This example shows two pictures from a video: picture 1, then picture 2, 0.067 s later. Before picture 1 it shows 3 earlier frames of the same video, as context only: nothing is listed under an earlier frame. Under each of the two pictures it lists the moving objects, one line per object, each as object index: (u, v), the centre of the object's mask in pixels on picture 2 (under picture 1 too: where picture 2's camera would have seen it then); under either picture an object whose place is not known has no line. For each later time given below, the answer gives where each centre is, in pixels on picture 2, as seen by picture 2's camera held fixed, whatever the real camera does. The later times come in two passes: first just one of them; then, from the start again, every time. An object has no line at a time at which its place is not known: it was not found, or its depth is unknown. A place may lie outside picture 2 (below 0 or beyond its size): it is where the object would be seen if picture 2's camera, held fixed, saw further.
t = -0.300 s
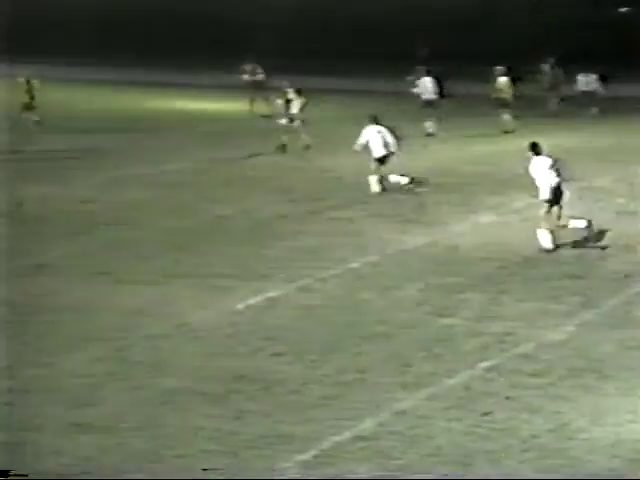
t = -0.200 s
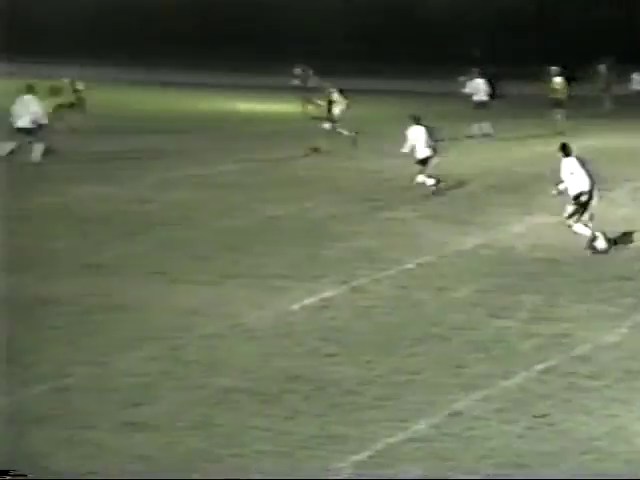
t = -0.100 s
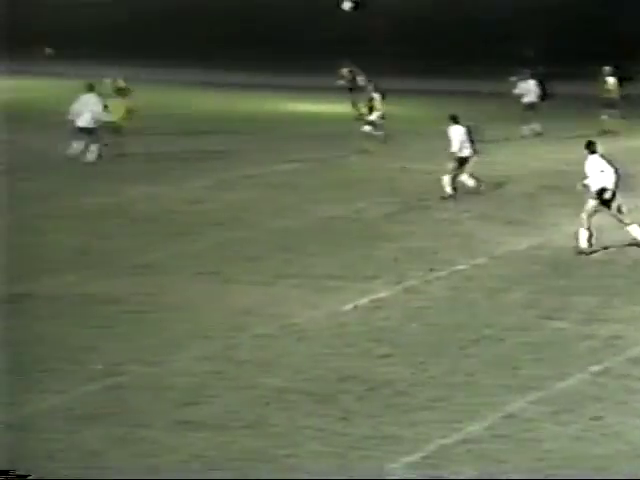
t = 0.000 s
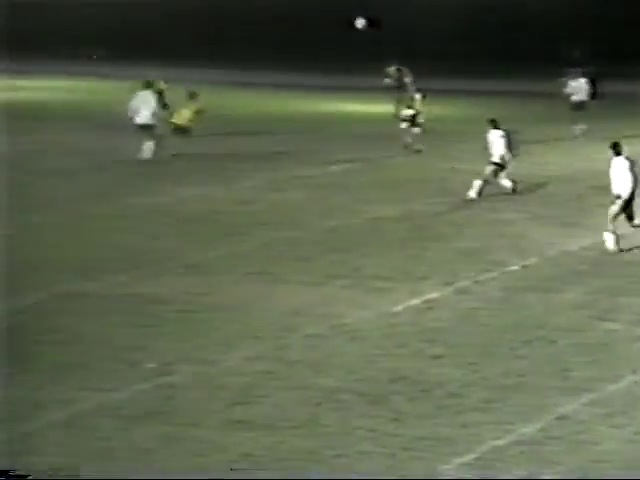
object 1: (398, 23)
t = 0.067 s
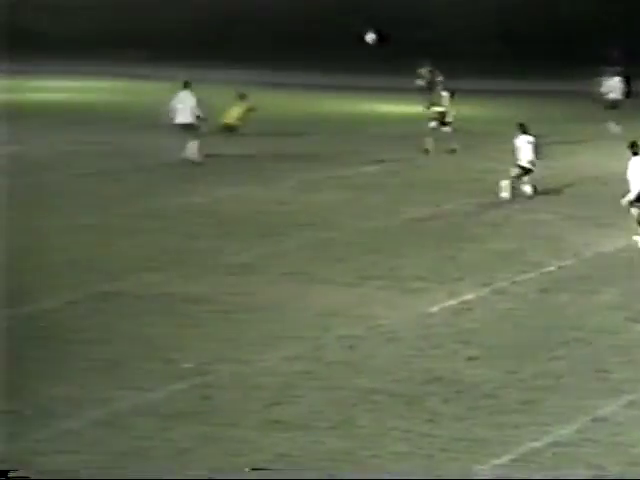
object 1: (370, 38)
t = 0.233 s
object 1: (311, 82)
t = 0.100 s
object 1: (357, 45)
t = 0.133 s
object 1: (350, 54)
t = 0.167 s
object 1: (338, 63)
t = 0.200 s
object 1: (324, 72)
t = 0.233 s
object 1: (311, 82)
